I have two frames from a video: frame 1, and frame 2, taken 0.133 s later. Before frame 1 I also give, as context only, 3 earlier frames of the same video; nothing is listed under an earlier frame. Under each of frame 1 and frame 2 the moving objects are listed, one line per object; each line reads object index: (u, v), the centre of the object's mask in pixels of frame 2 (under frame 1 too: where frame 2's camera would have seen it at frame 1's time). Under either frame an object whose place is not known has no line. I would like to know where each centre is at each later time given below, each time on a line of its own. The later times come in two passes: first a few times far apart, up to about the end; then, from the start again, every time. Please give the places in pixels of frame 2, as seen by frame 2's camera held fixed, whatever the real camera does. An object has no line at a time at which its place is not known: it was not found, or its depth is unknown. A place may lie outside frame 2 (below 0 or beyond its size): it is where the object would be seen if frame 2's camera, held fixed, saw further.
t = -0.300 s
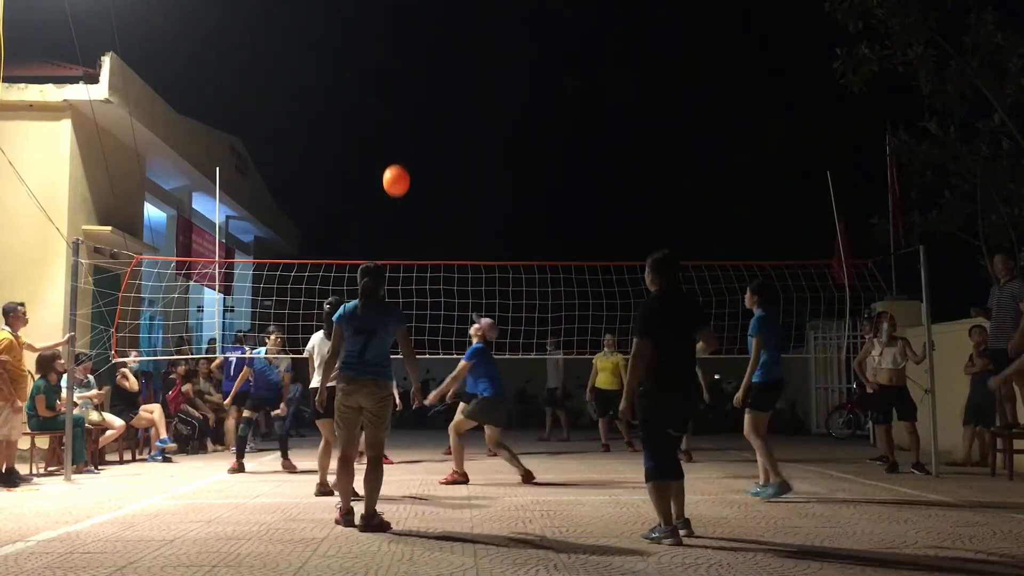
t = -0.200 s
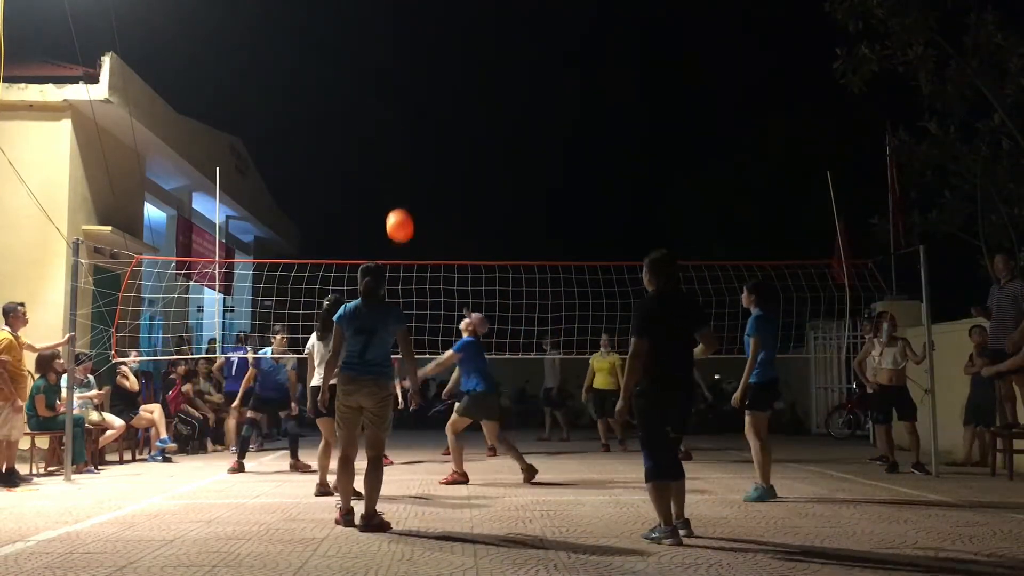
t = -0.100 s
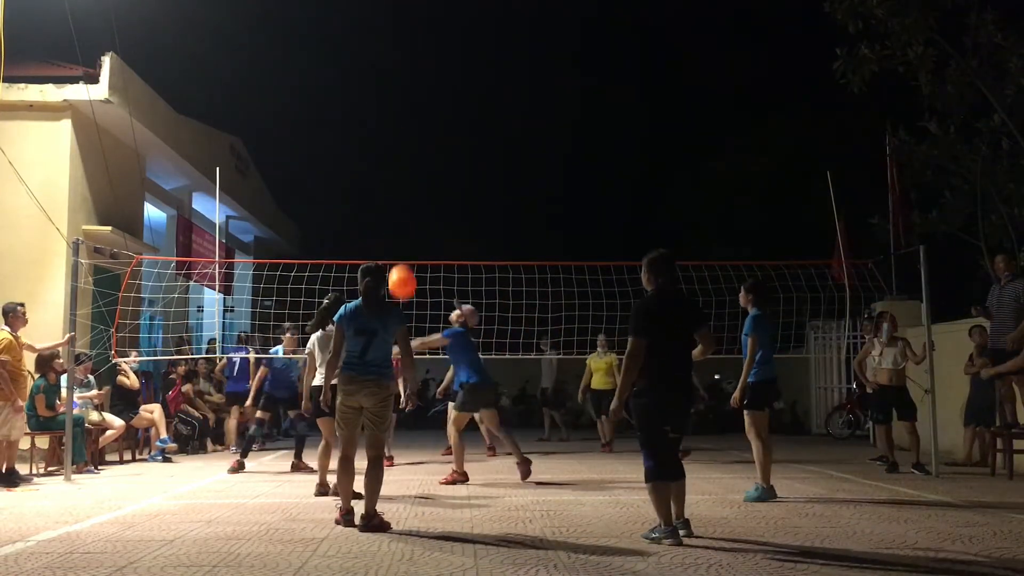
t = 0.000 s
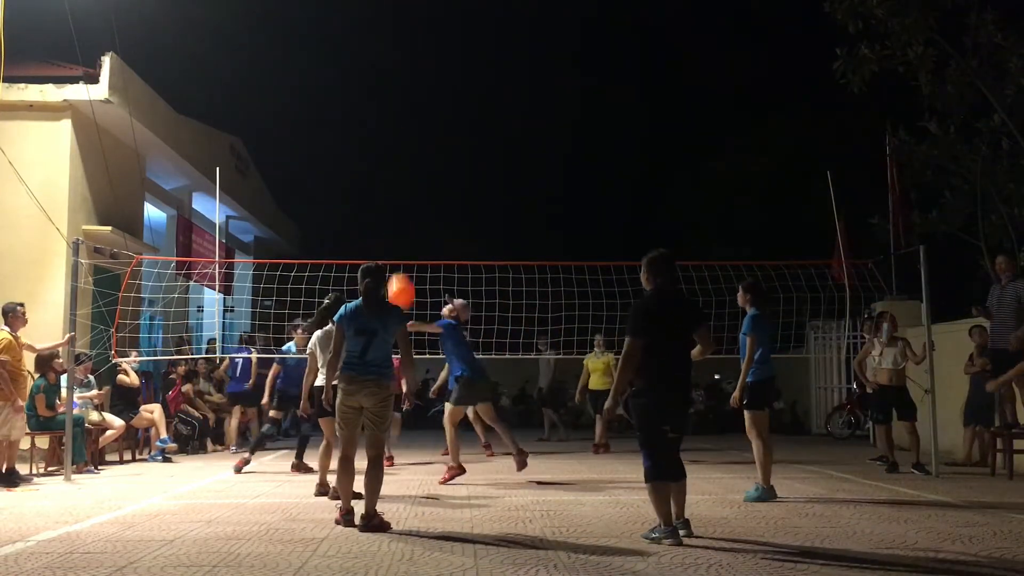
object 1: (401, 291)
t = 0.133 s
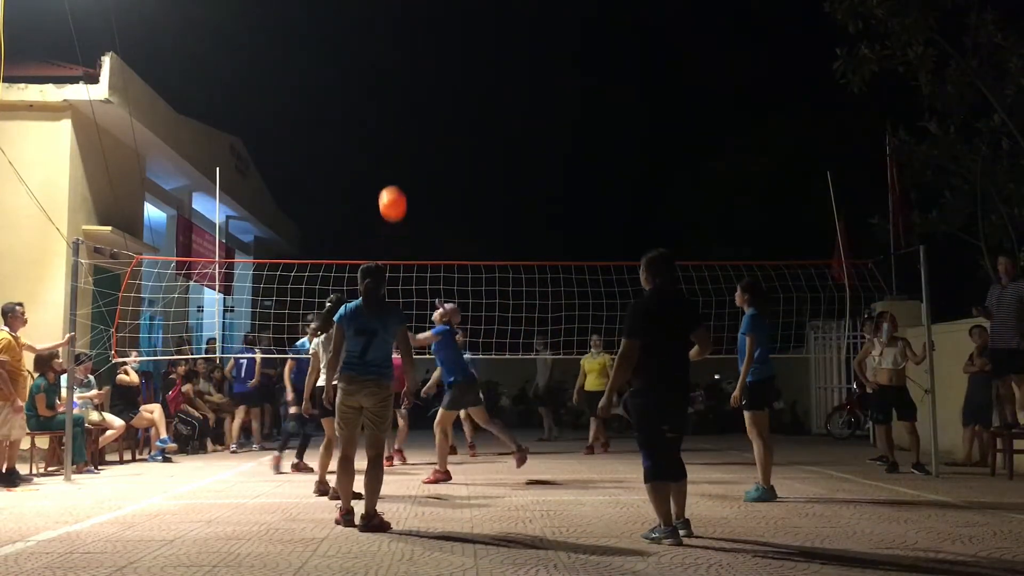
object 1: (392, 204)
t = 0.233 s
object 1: (387, 152)
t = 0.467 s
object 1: (378, 73)
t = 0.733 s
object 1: (371, 57)
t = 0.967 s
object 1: (365, 106)
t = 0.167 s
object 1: (390, 185)
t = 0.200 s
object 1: (389, 168)
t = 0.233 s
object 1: (387, 152)
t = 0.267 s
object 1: (385, 137)
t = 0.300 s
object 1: (384, 123)
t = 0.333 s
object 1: (382, 111)
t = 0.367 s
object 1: (381, 100)
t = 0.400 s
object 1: (380, 90)
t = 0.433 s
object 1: (379, 81)
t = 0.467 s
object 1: (378, 73)
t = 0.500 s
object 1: (377, 67)
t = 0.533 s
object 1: (376, 62)
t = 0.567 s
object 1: (375, 58)
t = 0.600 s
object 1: (374, 56)
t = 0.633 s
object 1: (373, 54)
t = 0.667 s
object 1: (372, 54)
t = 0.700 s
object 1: (371, 55)
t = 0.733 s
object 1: (371, 57)
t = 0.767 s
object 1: (370, 60)
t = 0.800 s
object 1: (369, 65)
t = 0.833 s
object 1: (368, 70)
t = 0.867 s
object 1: (367, 77)
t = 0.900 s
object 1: (366, 86)
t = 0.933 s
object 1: (366, 95)
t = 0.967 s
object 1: (365, 106)
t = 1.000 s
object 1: (364, 118)
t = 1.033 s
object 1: (364, 130)
